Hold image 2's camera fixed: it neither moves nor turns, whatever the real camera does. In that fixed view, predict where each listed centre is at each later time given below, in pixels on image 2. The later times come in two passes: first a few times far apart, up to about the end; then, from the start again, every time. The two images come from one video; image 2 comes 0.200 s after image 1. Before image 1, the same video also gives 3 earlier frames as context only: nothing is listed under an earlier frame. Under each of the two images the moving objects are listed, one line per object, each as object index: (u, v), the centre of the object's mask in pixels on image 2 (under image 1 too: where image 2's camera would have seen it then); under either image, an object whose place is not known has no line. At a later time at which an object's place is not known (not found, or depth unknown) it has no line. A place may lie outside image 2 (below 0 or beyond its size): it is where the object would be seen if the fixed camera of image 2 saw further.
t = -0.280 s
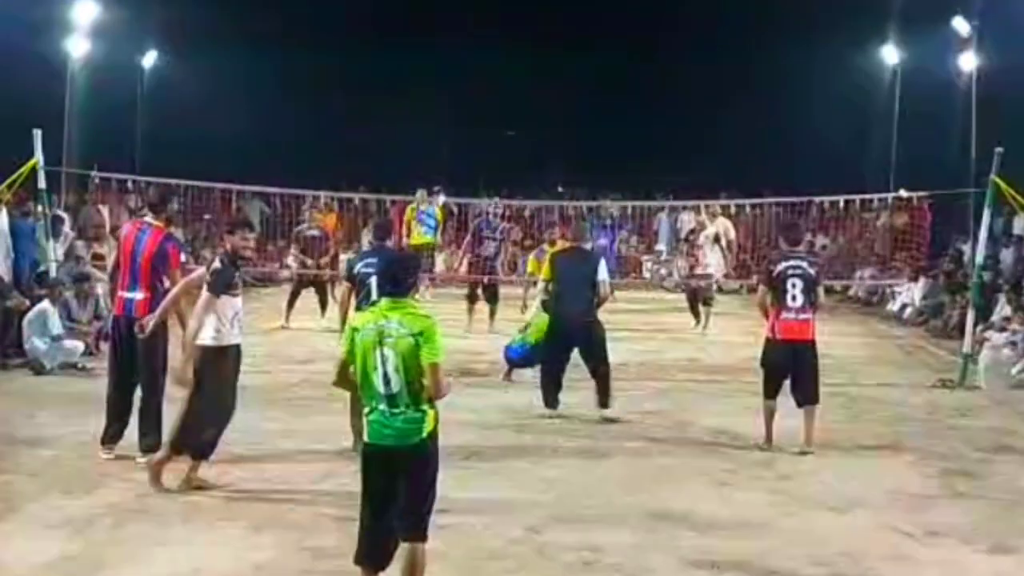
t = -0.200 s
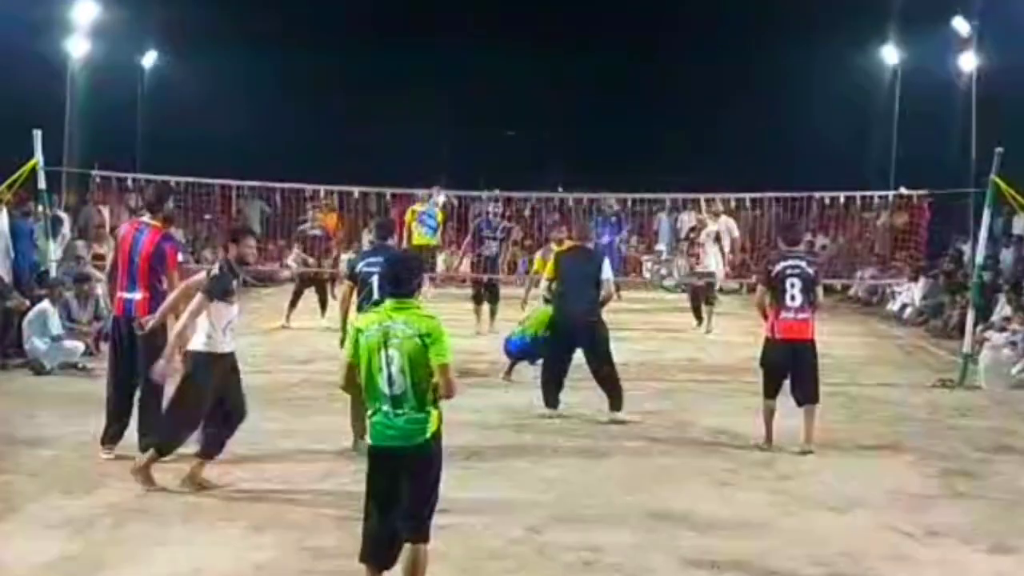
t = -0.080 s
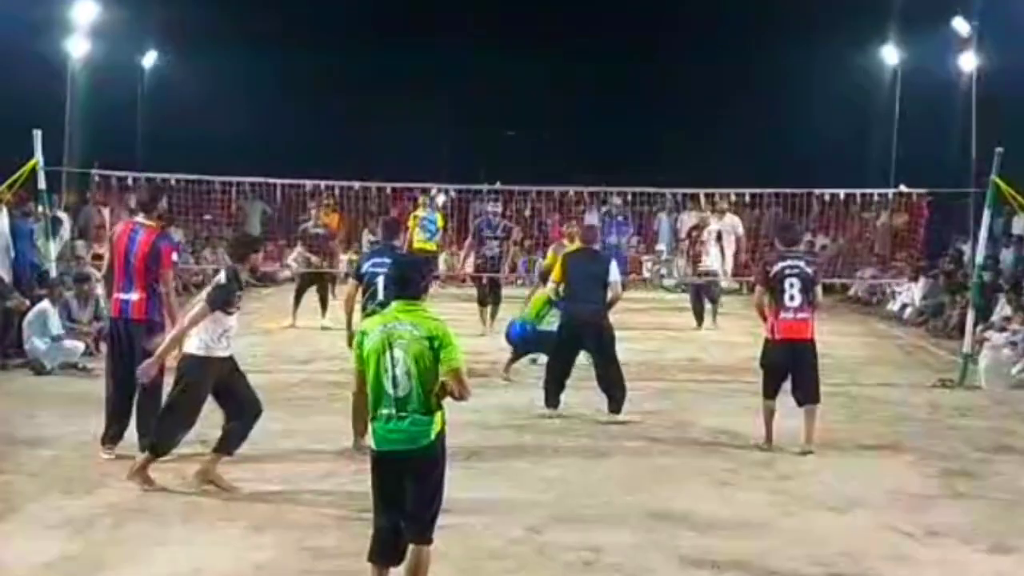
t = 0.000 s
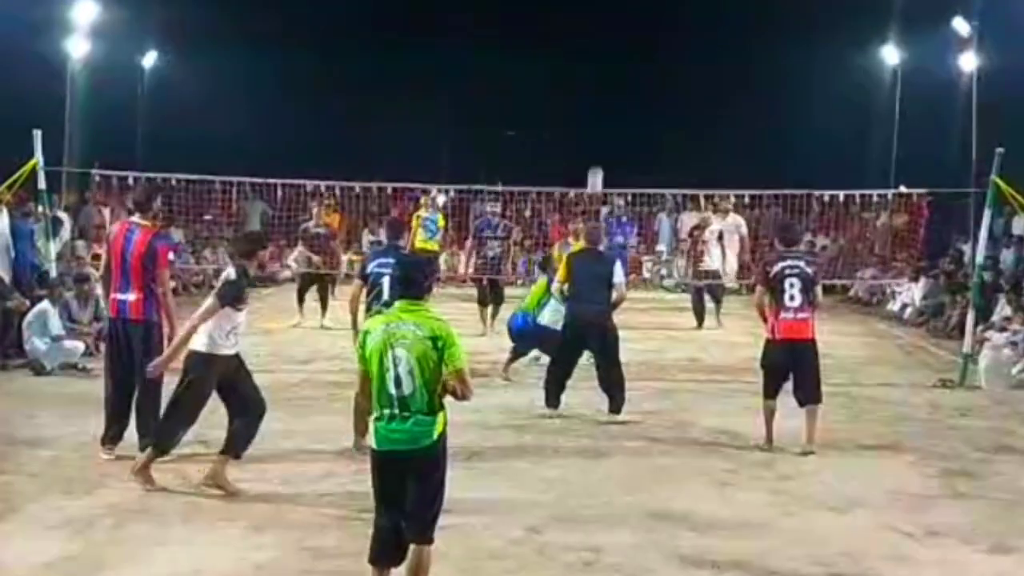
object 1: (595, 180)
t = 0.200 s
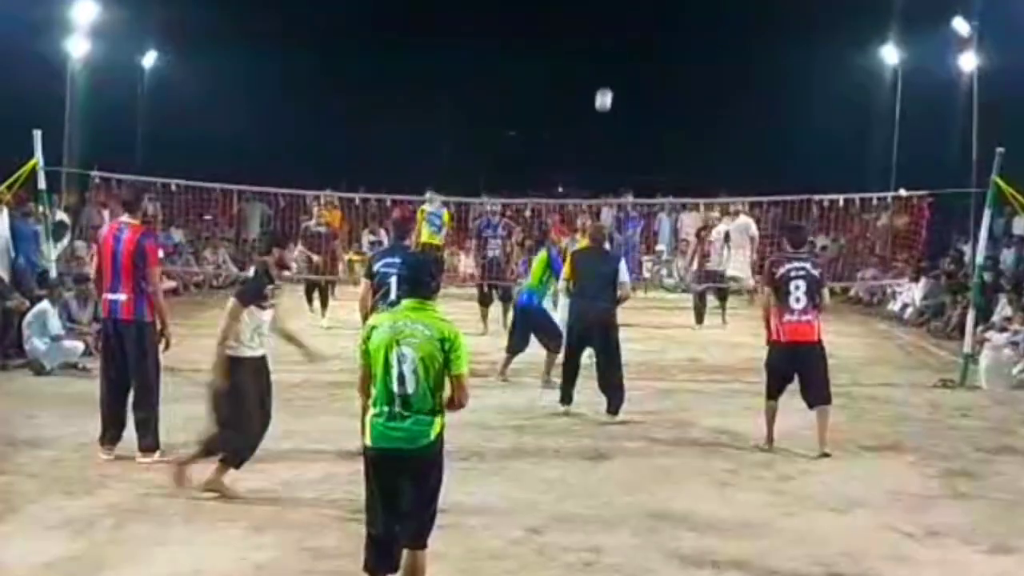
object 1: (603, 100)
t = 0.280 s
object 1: (607, 77)
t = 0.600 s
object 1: (619, 55)
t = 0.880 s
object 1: (627, 129)
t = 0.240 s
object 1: (605, 88)
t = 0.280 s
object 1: (607, 77)
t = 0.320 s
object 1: (608, 69)
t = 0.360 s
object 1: (610, 62)
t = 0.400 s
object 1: (611, 56)
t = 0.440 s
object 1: (613, 53)
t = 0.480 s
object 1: (614, 51)
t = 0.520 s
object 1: (616, 51)
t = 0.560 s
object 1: (617, 52)
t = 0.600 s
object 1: (619, 55)
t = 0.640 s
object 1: (620, 60)
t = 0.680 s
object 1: (621, 67)
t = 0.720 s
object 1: (623, 76)
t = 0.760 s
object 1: (624, 86)
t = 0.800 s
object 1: (625, 98)
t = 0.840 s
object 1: (626, 112)
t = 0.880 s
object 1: (627, 129)
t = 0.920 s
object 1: (628, 146)
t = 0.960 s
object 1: (629, 166)
